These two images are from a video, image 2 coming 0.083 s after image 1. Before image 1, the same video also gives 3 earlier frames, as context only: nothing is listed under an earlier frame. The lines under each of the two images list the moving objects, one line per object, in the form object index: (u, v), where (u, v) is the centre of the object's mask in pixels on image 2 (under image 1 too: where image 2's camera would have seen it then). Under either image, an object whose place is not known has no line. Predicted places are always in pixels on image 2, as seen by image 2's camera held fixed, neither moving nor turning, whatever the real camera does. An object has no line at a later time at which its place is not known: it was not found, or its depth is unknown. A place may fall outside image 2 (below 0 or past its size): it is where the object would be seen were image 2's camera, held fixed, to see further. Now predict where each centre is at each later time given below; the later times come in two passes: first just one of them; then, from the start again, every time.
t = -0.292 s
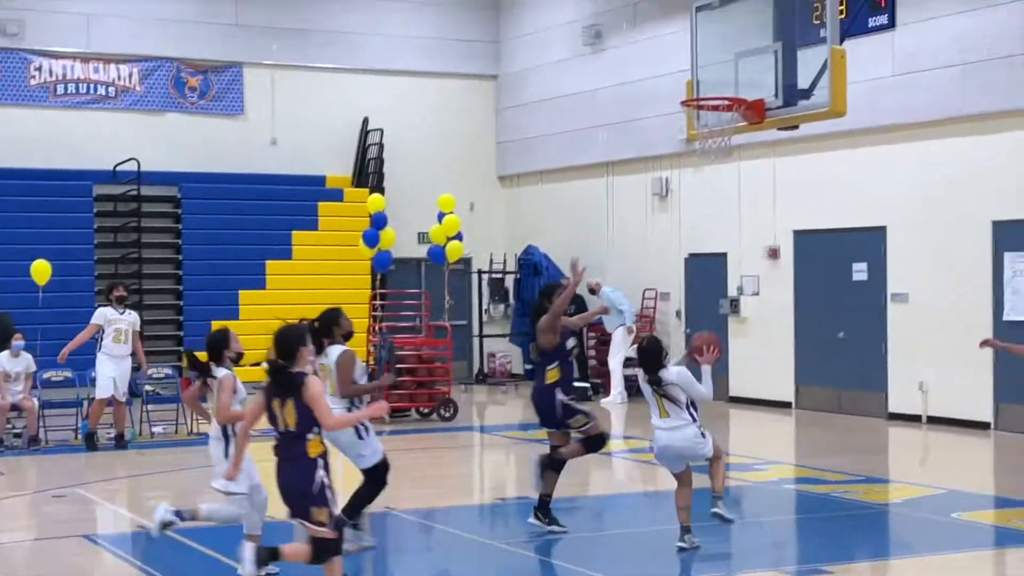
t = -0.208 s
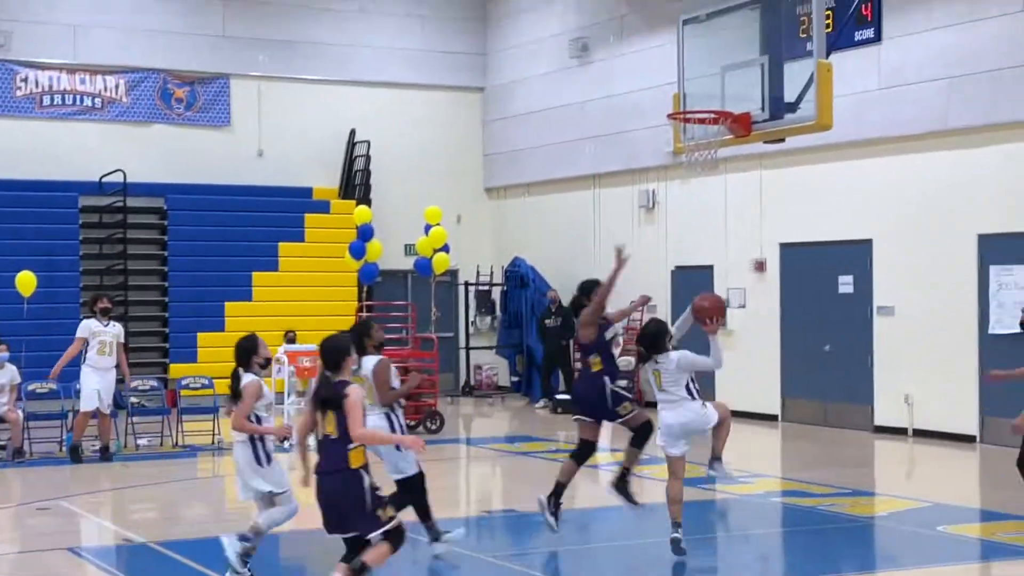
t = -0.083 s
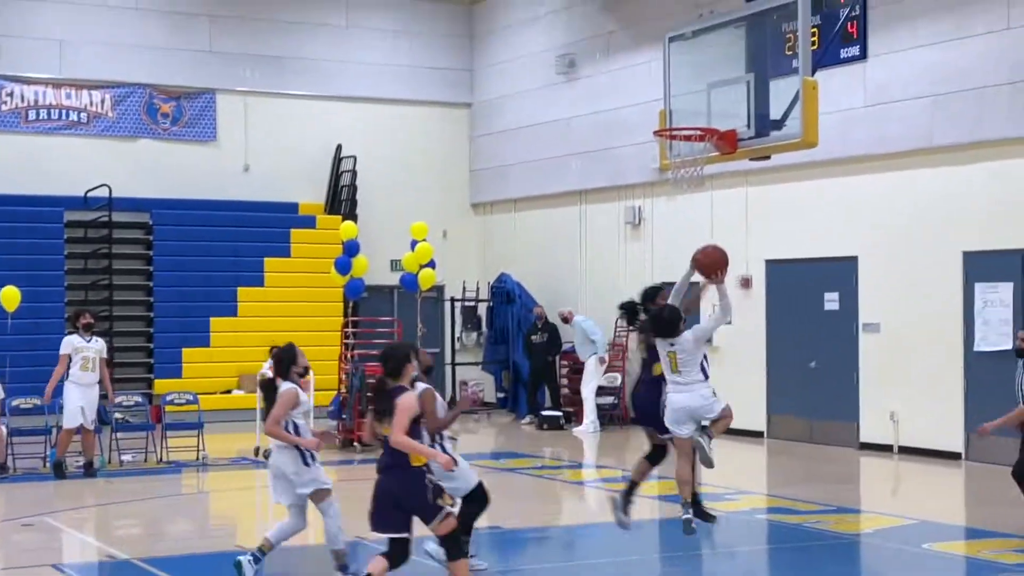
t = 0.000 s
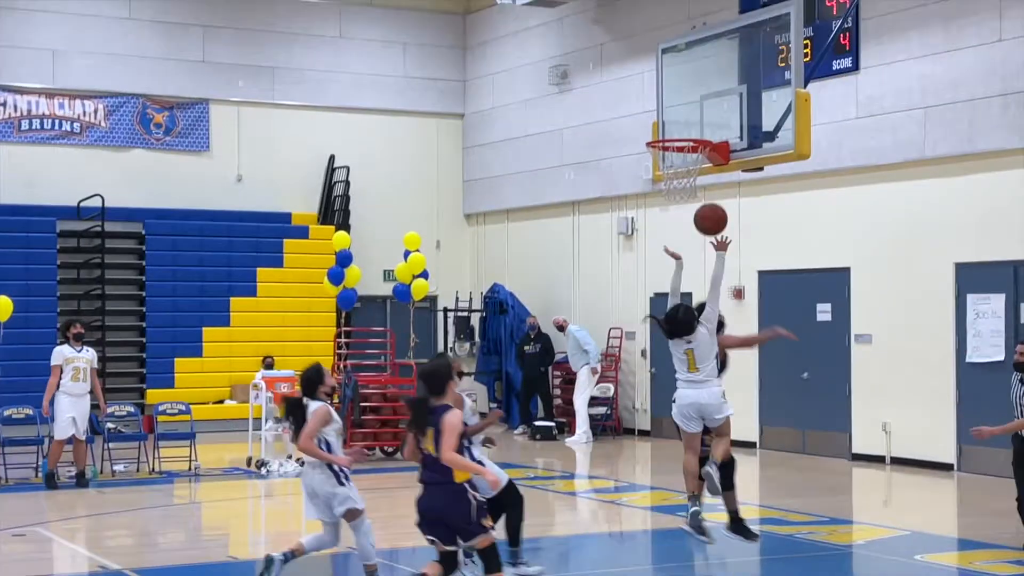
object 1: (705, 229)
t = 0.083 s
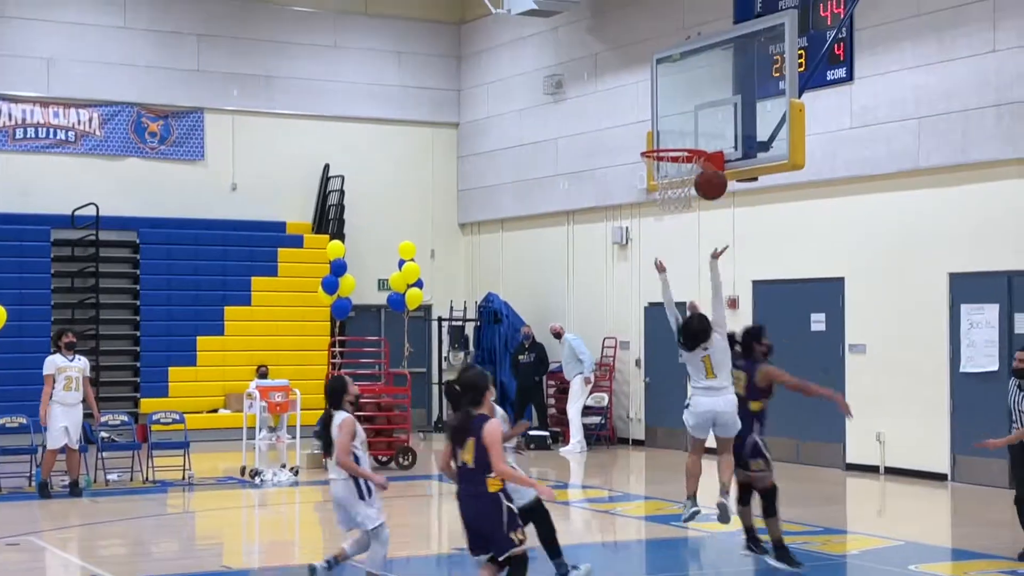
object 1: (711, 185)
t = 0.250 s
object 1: (721, 127)
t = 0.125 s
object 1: (714, 162)
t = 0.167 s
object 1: (716, 149)
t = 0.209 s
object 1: (719, 135)
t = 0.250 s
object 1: (721, 127)
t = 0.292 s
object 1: (719, 120)
